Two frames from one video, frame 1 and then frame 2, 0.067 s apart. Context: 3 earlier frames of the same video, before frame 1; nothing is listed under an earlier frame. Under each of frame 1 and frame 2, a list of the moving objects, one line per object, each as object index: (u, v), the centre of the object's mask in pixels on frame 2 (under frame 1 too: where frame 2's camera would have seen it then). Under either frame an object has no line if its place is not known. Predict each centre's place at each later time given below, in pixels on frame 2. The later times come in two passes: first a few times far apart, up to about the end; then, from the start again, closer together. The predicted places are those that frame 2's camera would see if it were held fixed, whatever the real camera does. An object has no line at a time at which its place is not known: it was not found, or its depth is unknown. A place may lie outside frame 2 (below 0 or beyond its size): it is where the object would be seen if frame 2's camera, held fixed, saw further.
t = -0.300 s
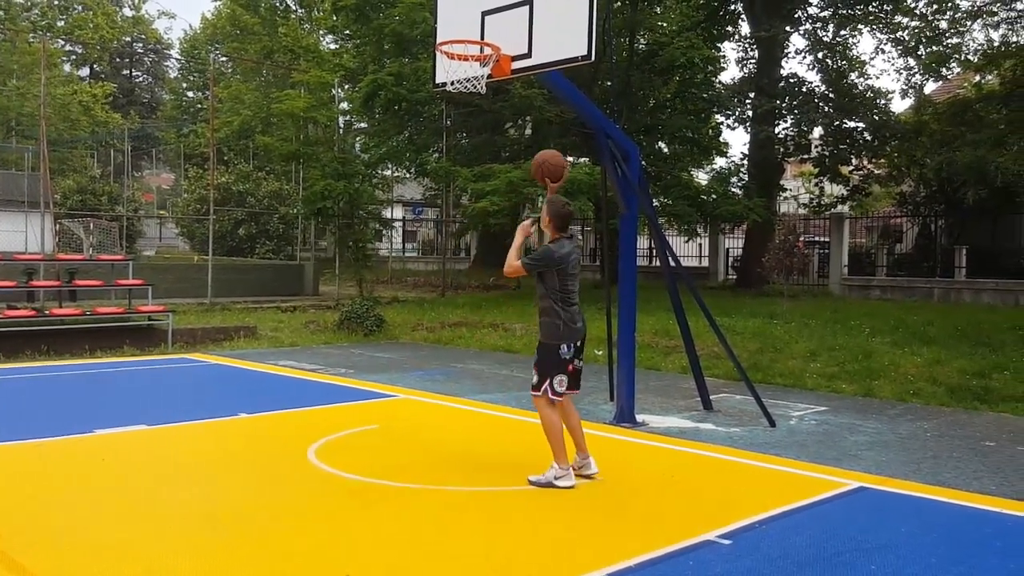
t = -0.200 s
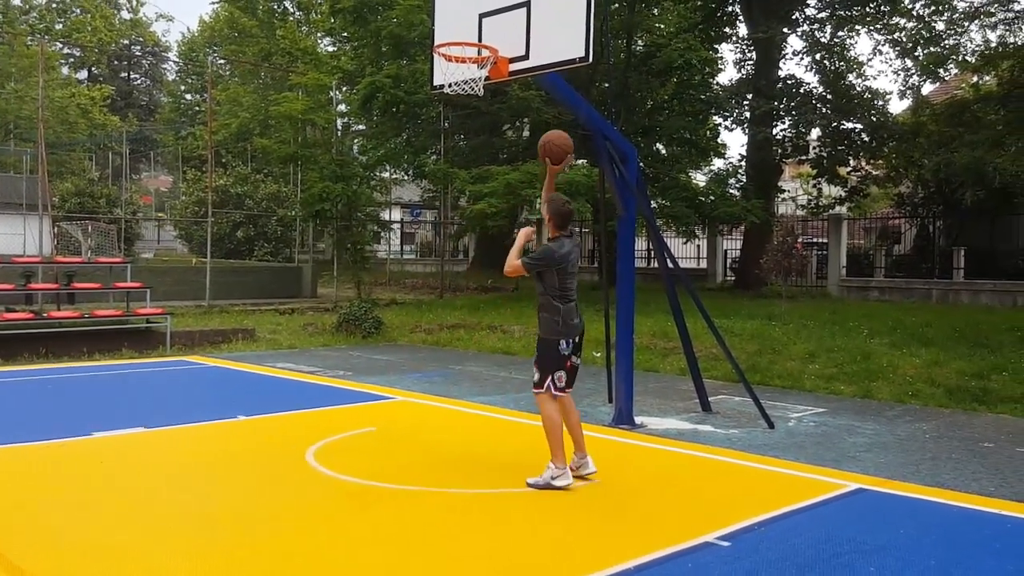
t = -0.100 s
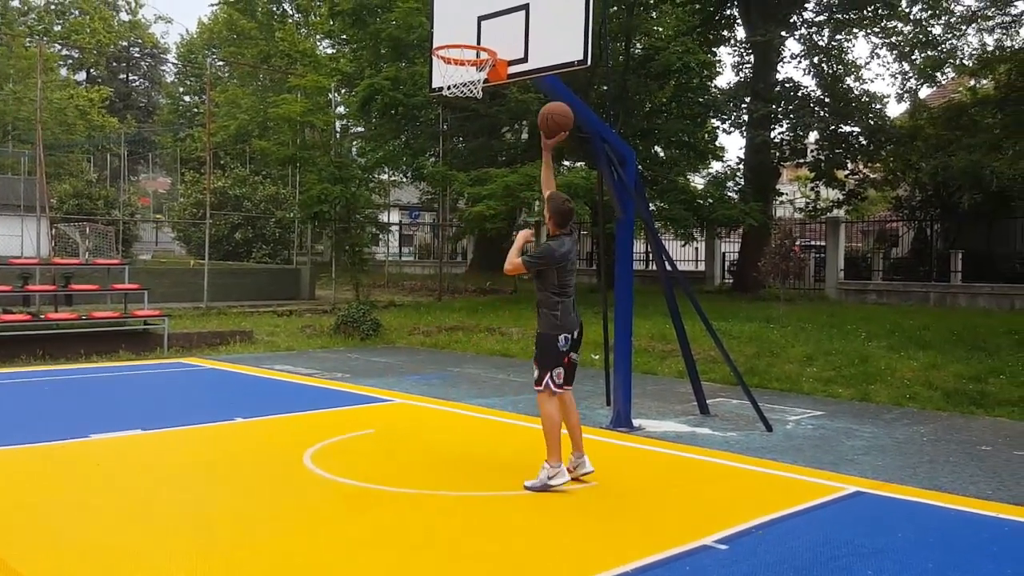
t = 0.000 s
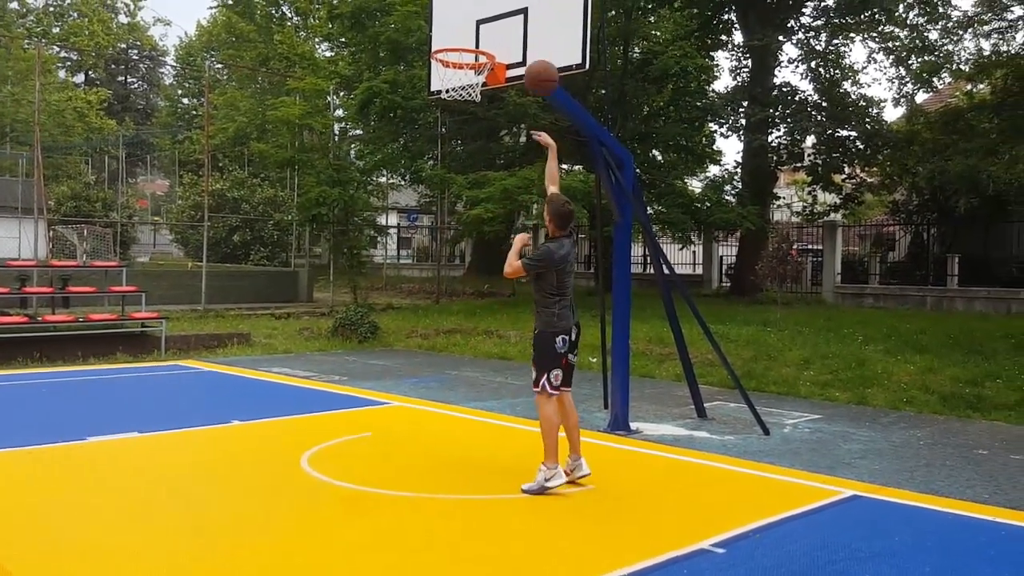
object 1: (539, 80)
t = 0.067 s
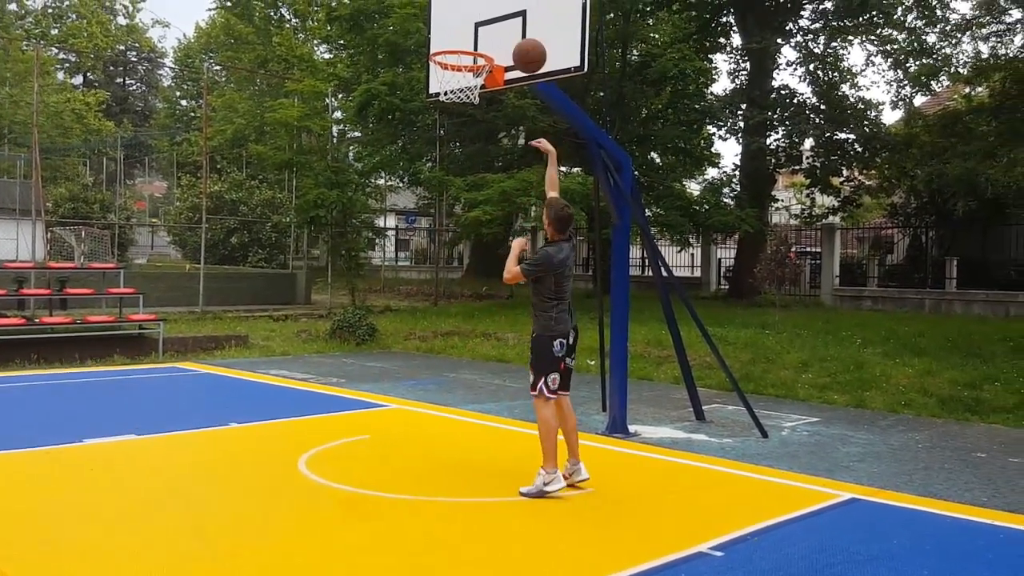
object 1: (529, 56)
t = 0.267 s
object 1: (501, 24)
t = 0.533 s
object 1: (475, 36)
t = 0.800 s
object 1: (457, 81)
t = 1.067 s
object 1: (440, 217)
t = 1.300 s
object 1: (425, 400)
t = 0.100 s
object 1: (524, 47)
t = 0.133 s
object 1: (519, 39)
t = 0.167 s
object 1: (515, 33)
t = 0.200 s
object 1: (510, 29)
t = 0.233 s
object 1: (505, 25)
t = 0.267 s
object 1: (501, 24)
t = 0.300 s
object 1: (496, 24)
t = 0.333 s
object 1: (491, 26)
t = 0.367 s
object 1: (486, 29)
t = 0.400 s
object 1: (482, 34)
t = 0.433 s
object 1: (478, 37)
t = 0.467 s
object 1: (477, 35)
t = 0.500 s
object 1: (476, 35)
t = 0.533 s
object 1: (475, 36)
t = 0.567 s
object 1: (474, 38)
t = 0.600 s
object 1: (472, 41)
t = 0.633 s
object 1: (470, 47)
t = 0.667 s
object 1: (468, 55)
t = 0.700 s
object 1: (466, 61)
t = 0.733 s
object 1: (464, 68)
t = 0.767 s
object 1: (461, 76)
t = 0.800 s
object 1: (457, 81)
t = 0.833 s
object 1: (456, 100)
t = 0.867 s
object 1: (455, 114)
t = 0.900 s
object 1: (453, 127)
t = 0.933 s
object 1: (451, 143)
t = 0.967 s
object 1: (448, 159)
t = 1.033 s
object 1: (442, 197)
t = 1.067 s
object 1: (440, 217)
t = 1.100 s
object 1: (438, 240)
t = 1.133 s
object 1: (435, 263)
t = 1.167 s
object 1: (432, 288)
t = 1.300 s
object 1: (425, 400)
